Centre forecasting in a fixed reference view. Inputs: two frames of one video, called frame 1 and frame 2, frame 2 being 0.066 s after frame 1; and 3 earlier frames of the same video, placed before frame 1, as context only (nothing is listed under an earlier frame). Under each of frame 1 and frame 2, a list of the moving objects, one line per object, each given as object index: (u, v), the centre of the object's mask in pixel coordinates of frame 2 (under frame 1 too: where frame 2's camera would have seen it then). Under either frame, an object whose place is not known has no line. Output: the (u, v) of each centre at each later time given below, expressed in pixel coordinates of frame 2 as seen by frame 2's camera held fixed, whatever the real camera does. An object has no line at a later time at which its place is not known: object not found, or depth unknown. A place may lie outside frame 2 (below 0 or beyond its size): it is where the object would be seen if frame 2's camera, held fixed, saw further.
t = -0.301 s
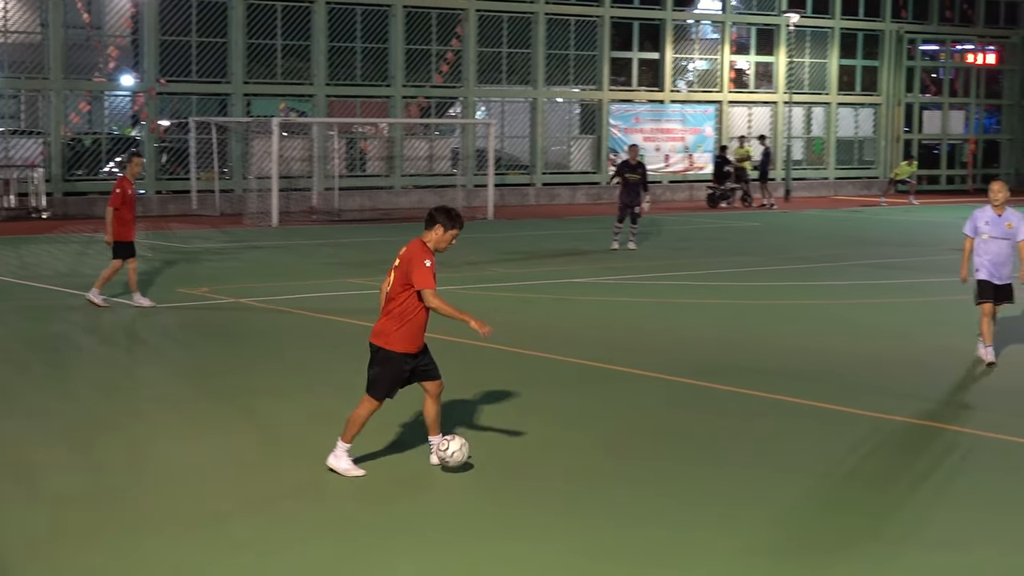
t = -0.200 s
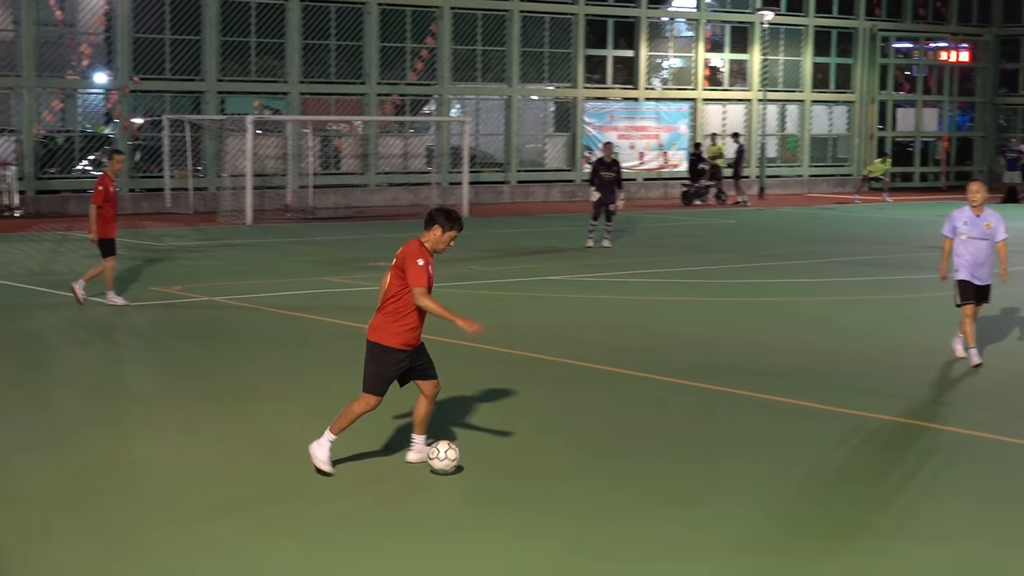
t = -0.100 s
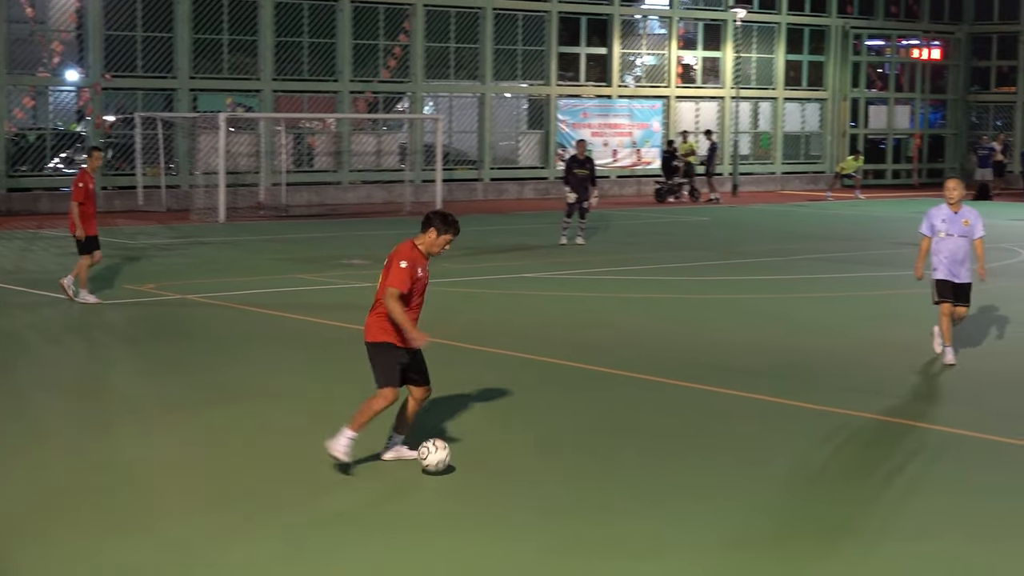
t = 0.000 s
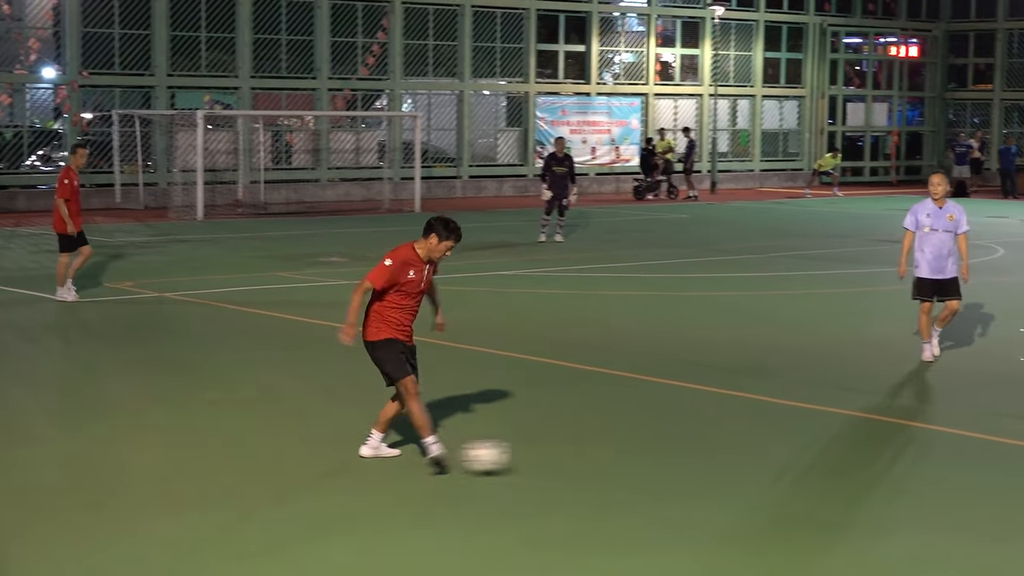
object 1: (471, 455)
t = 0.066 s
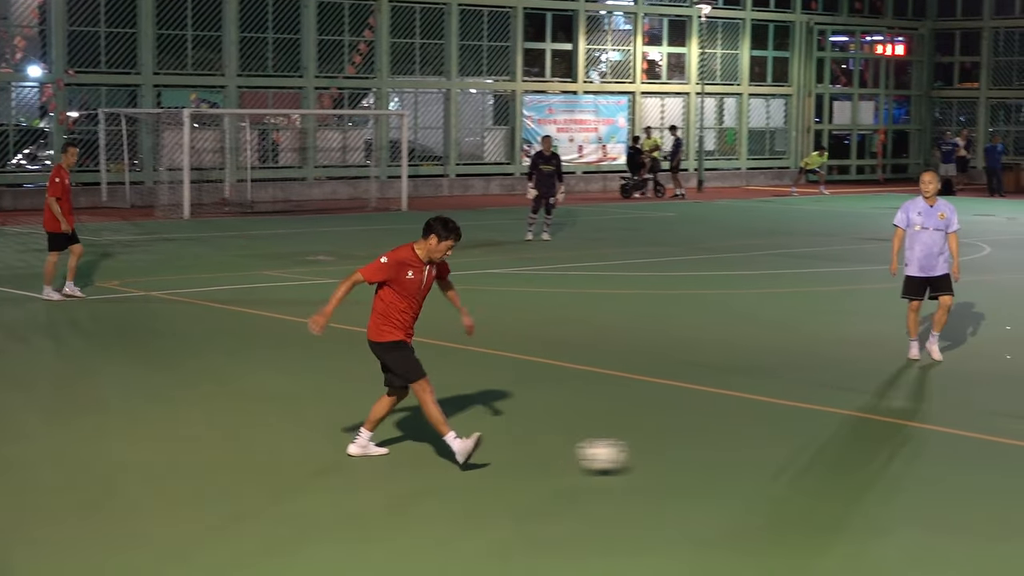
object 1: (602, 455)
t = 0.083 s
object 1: (636, 457)
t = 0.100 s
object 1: (670, 458)
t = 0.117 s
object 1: (701, 460)
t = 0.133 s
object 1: (734, 462)
